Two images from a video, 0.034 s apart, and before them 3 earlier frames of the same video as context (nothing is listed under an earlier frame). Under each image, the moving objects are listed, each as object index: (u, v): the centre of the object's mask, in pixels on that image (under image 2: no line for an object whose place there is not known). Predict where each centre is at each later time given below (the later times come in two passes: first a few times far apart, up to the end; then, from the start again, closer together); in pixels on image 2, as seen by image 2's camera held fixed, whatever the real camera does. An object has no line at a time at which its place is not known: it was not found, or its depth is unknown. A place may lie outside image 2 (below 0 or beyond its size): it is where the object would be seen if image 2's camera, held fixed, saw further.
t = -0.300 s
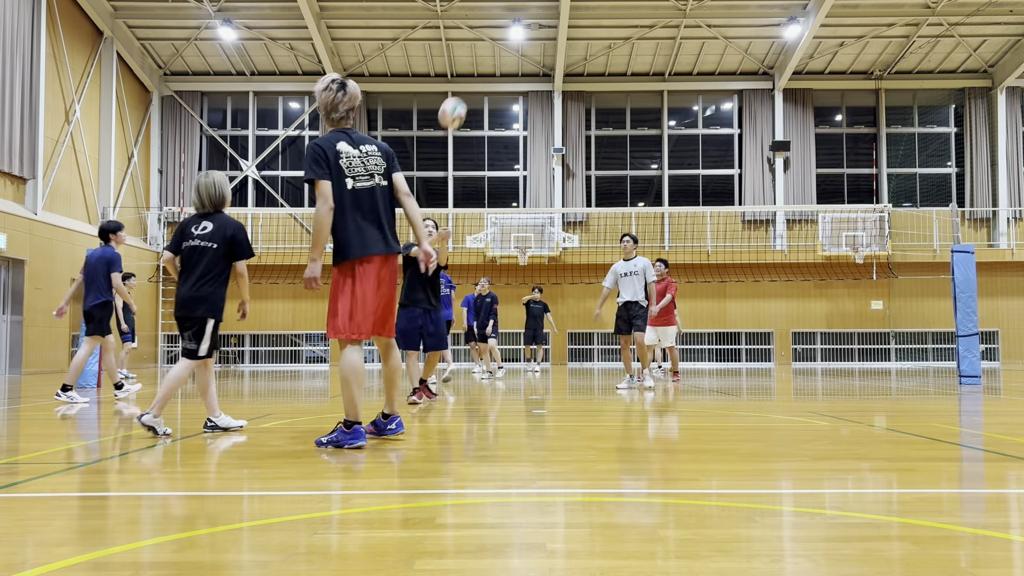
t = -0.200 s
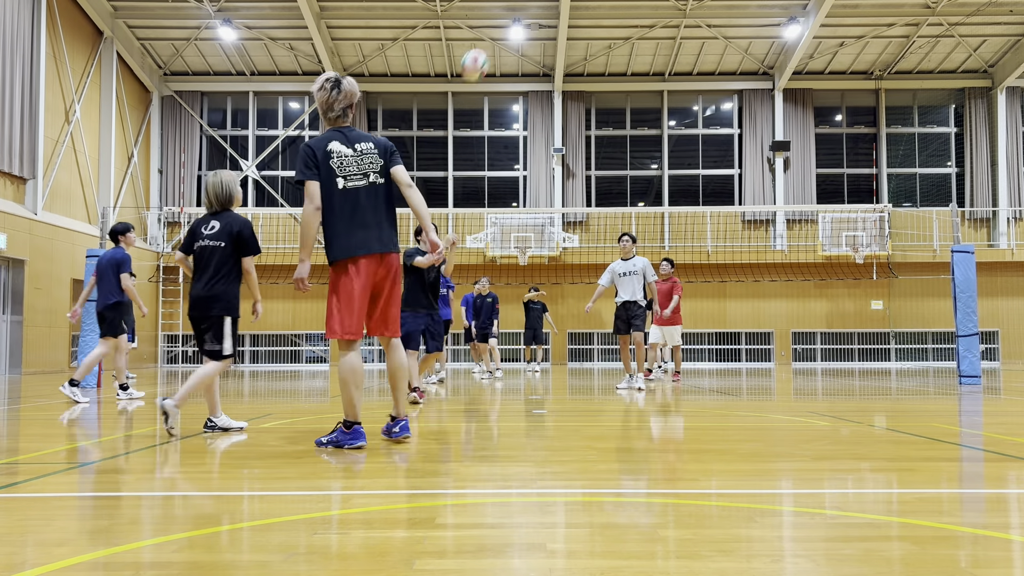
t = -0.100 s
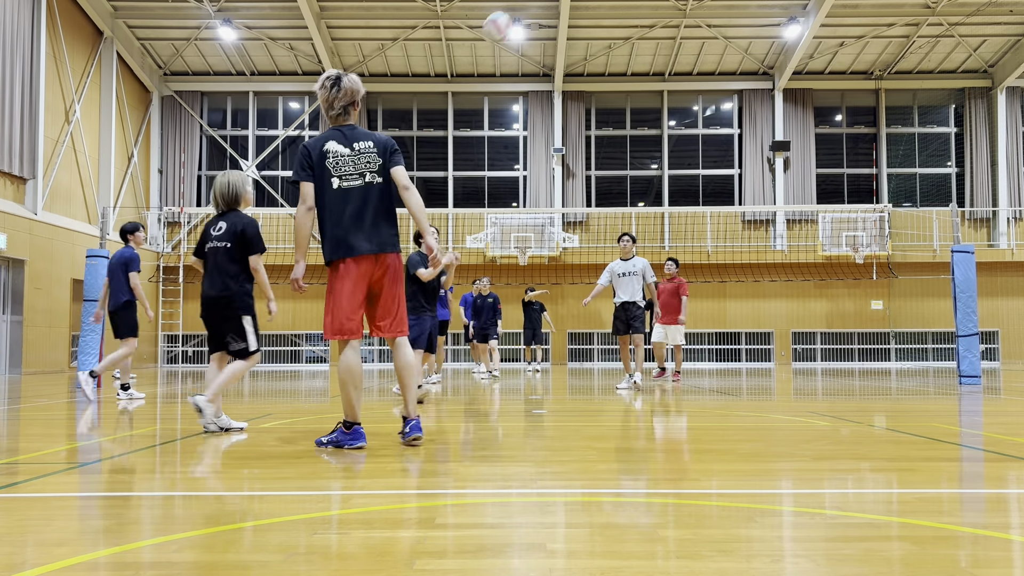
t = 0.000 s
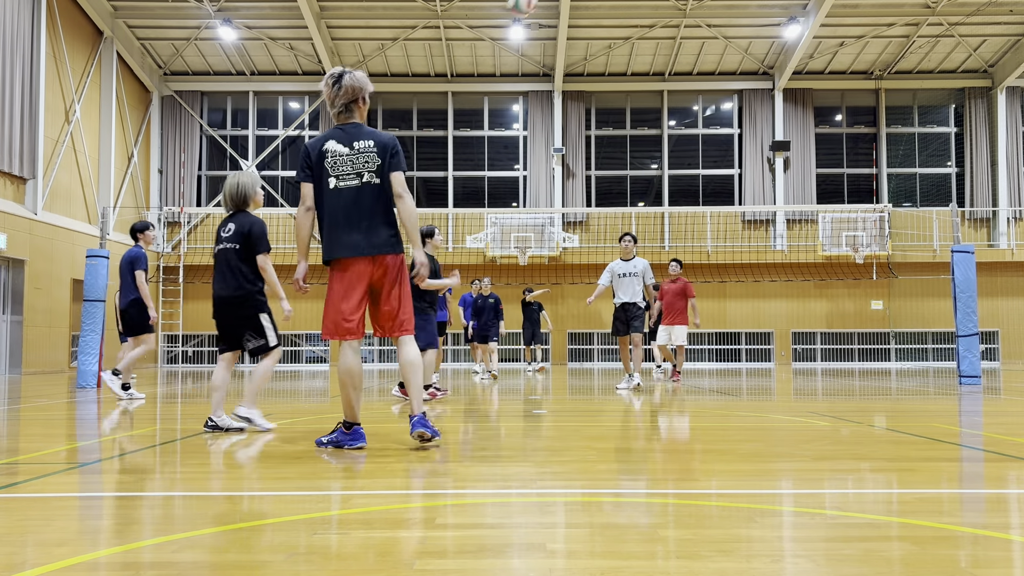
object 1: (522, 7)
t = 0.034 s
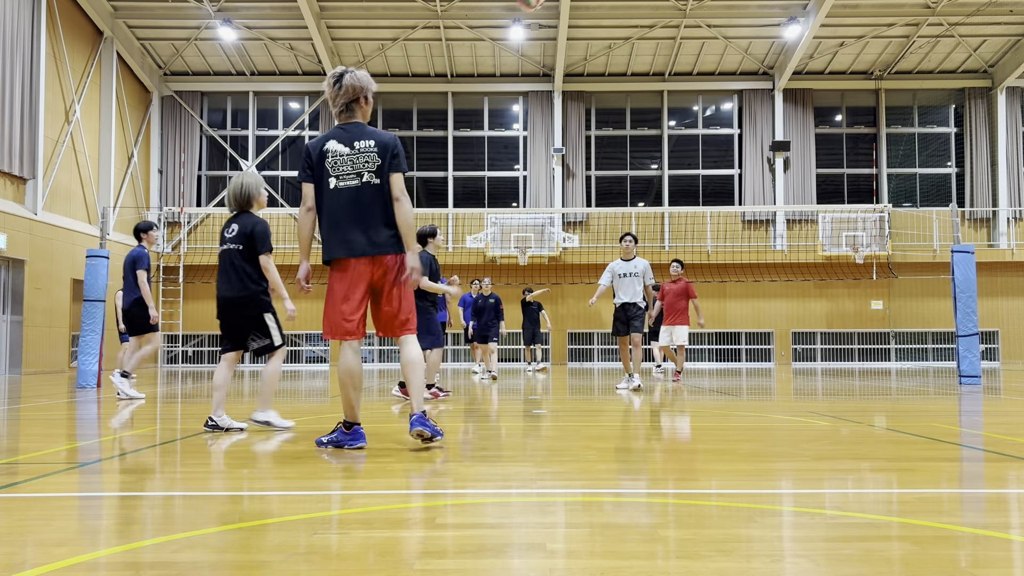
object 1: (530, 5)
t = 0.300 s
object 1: (603, 8)
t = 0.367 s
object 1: (622, 17)
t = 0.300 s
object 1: (603, 8)
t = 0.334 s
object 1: (613, 12)
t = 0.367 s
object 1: (622, 17)
